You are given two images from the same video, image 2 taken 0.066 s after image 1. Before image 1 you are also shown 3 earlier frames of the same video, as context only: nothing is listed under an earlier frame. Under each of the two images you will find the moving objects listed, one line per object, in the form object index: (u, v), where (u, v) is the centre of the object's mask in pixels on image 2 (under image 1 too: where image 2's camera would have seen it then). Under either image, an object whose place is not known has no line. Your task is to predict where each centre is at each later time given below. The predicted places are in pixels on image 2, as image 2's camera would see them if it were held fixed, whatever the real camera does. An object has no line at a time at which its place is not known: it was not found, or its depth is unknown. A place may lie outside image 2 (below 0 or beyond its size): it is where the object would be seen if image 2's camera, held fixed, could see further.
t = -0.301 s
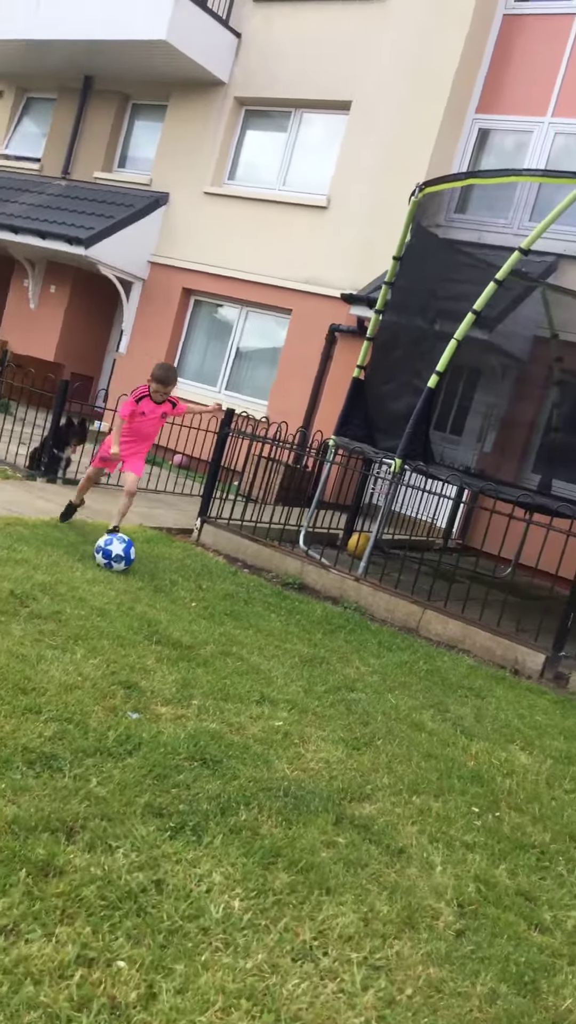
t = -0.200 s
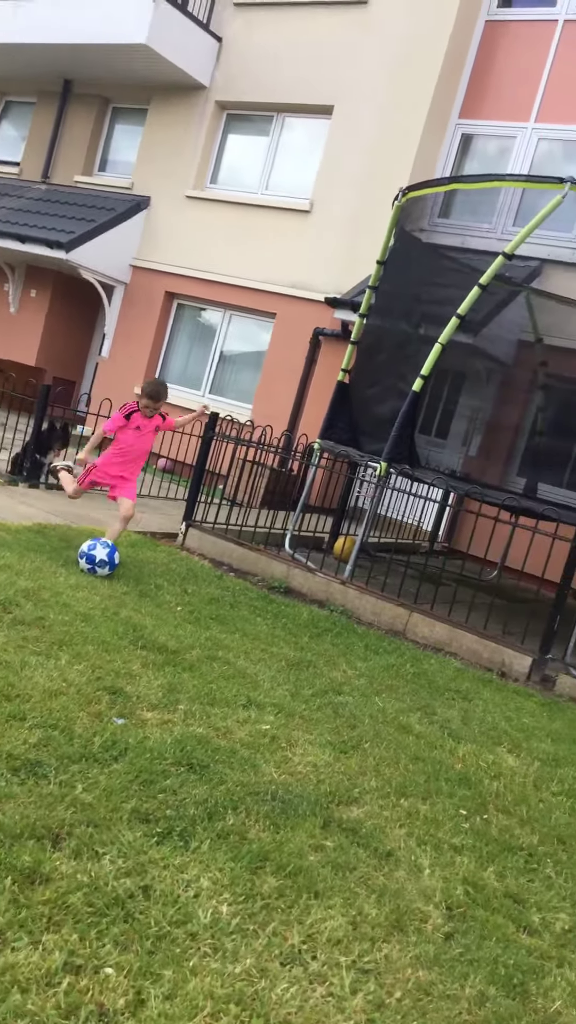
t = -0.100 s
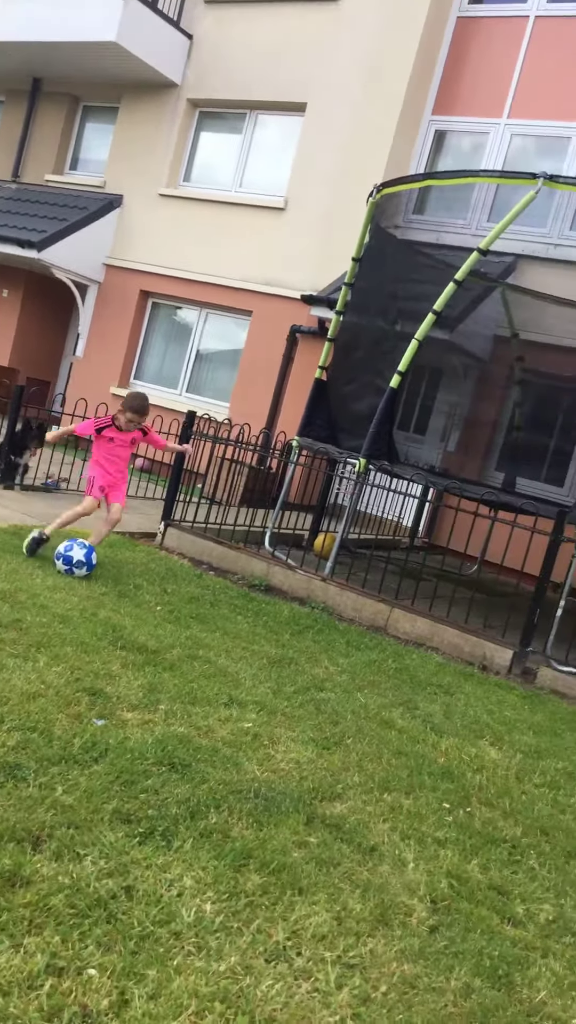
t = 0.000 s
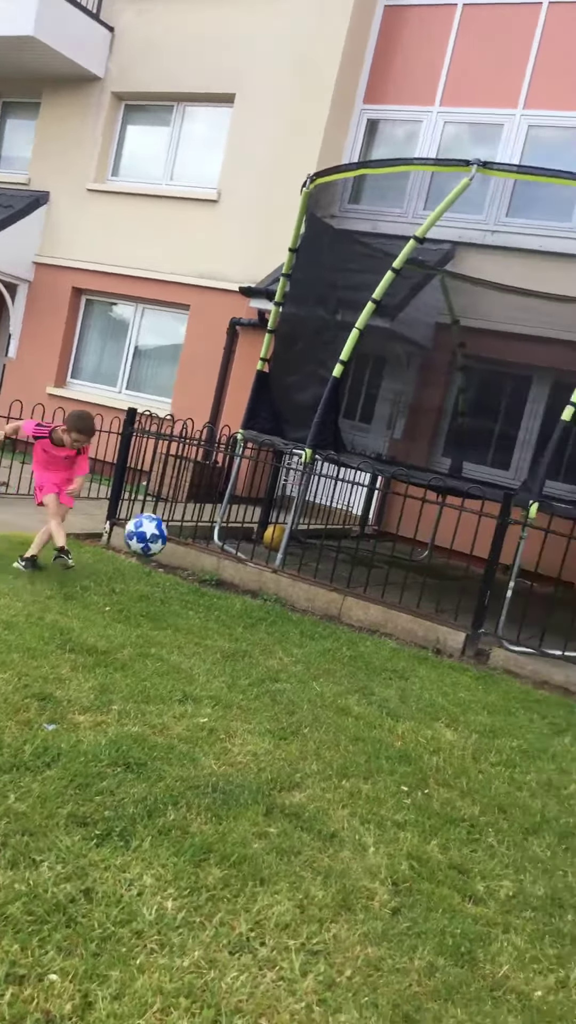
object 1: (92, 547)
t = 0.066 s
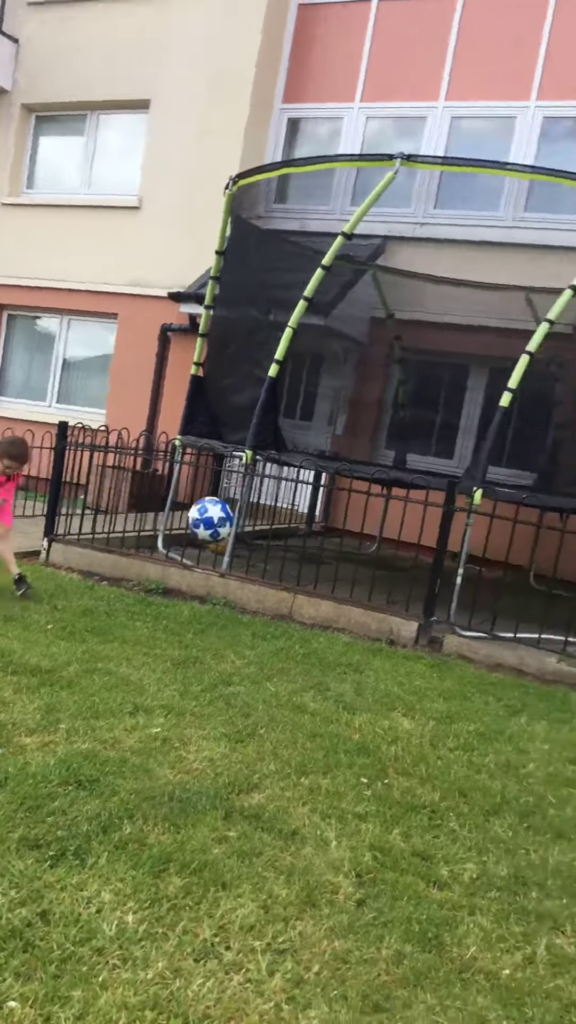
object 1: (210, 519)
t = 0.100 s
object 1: (275, 508)
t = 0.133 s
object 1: (347, 499)
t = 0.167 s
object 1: (421, 492)
